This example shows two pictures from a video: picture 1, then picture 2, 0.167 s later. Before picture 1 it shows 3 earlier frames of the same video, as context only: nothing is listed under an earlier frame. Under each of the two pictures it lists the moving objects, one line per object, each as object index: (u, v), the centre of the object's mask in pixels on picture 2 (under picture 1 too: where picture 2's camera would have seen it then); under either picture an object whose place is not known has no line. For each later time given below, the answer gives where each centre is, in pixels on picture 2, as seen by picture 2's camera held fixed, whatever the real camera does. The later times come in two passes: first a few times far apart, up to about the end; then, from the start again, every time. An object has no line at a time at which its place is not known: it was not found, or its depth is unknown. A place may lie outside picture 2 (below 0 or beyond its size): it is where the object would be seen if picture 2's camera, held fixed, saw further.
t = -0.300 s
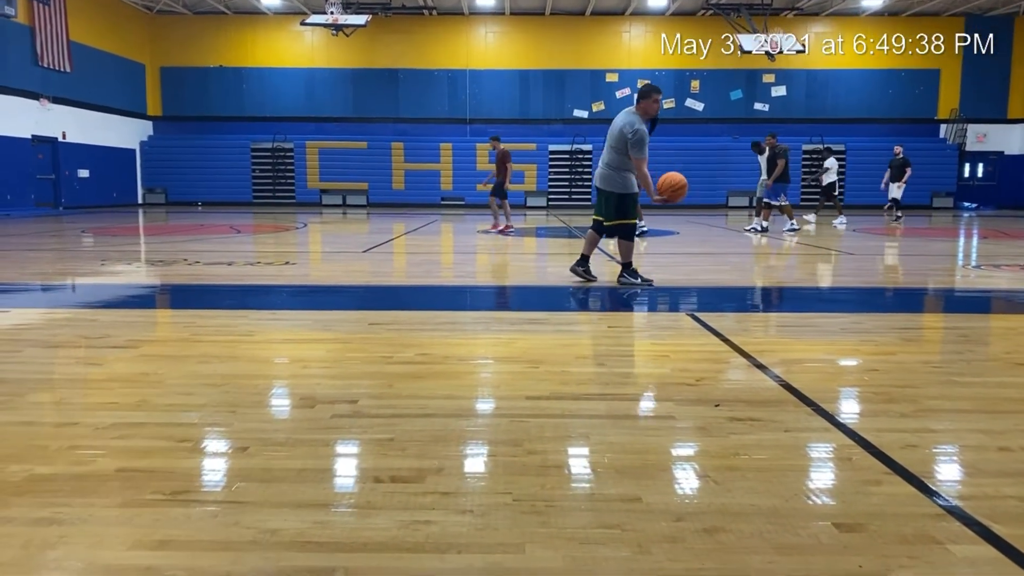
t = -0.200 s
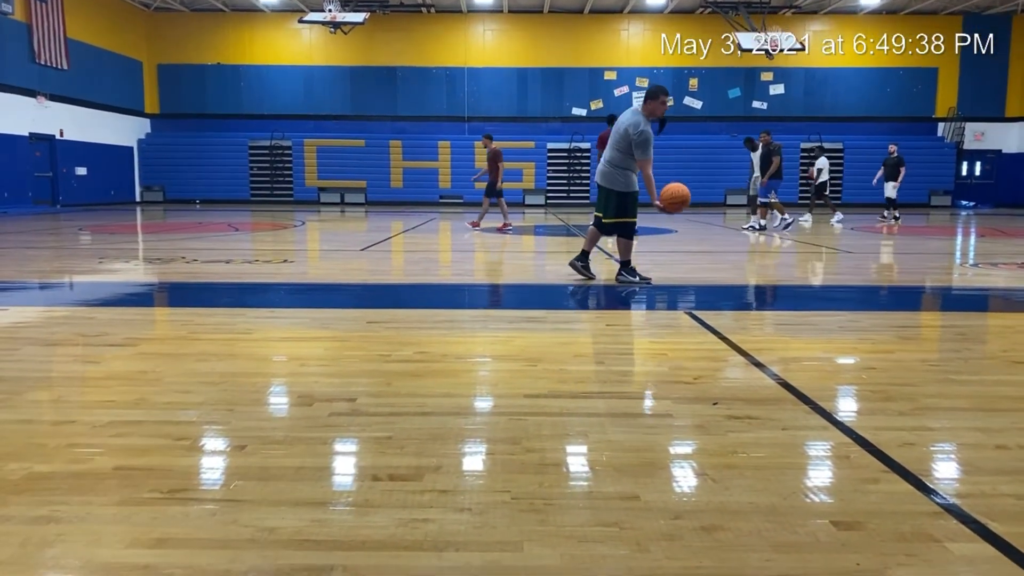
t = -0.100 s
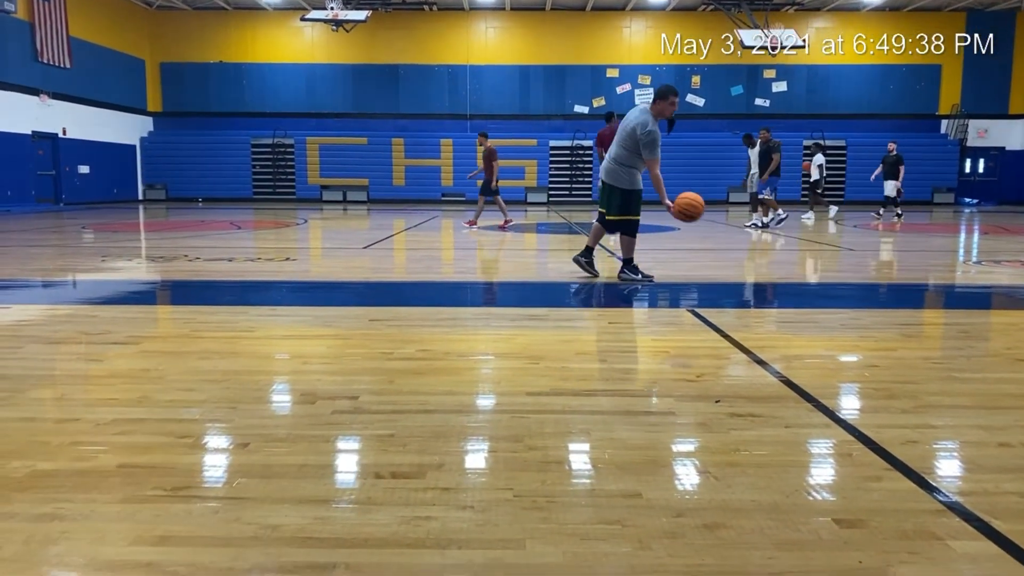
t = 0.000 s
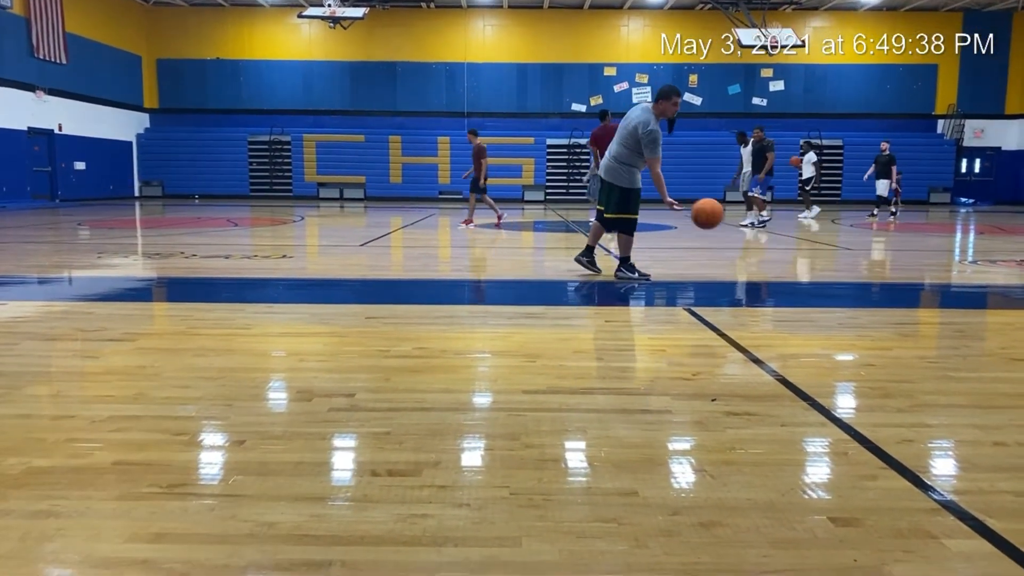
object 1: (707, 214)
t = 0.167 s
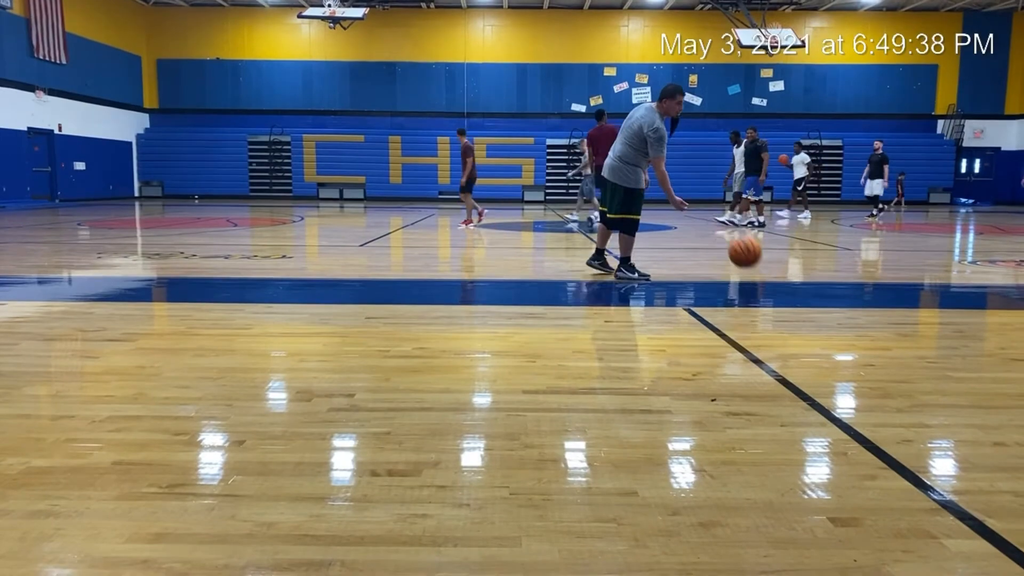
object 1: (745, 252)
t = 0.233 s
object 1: (760, 277)
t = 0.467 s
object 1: (821, 239)
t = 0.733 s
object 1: (891, 280)
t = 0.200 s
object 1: (752, 264)
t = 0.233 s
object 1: (760, 277)
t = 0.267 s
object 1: (768, 269)
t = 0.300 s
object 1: (777, 260)
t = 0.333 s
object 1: (786, 253)
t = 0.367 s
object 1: (795, 247)
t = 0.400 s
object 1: (804, 243)
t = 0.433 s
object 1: (813, 240)
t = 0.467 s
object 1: (821, 239)
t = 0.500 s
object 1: (830, 239)
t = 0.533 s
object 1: (838, 240)
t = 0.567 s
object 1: (847, 242)
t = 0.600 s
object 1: (857, 247)
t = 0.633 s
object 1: (865, 253)
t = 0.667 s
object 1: (874, 260)
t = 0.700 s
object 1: (882, 269)
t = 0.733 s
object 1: (891, 280)
